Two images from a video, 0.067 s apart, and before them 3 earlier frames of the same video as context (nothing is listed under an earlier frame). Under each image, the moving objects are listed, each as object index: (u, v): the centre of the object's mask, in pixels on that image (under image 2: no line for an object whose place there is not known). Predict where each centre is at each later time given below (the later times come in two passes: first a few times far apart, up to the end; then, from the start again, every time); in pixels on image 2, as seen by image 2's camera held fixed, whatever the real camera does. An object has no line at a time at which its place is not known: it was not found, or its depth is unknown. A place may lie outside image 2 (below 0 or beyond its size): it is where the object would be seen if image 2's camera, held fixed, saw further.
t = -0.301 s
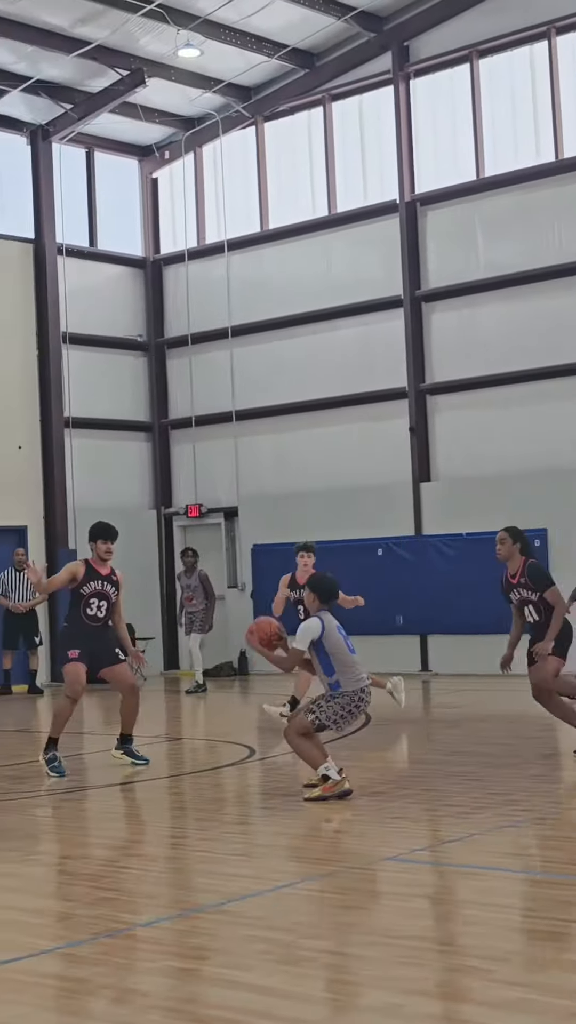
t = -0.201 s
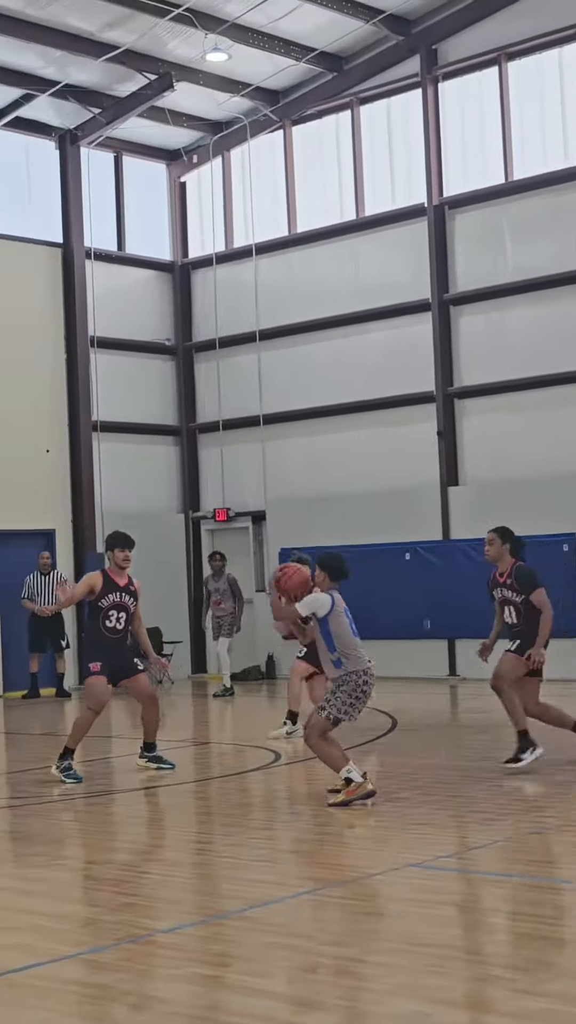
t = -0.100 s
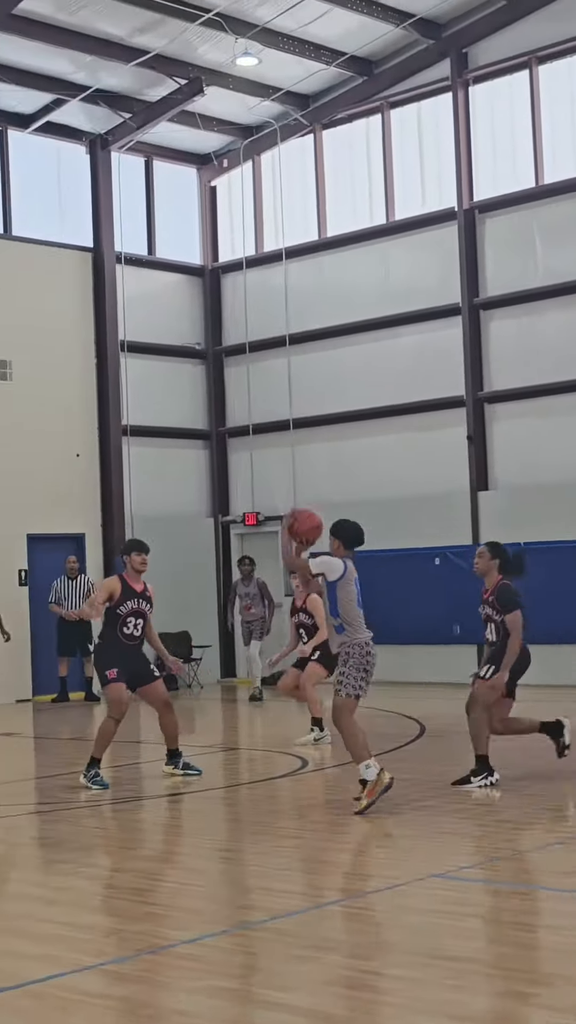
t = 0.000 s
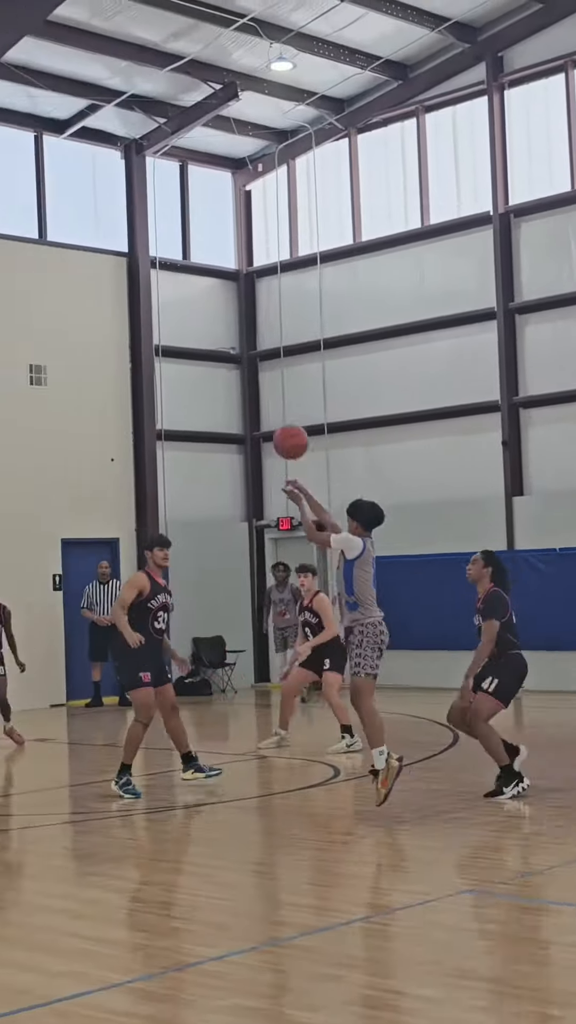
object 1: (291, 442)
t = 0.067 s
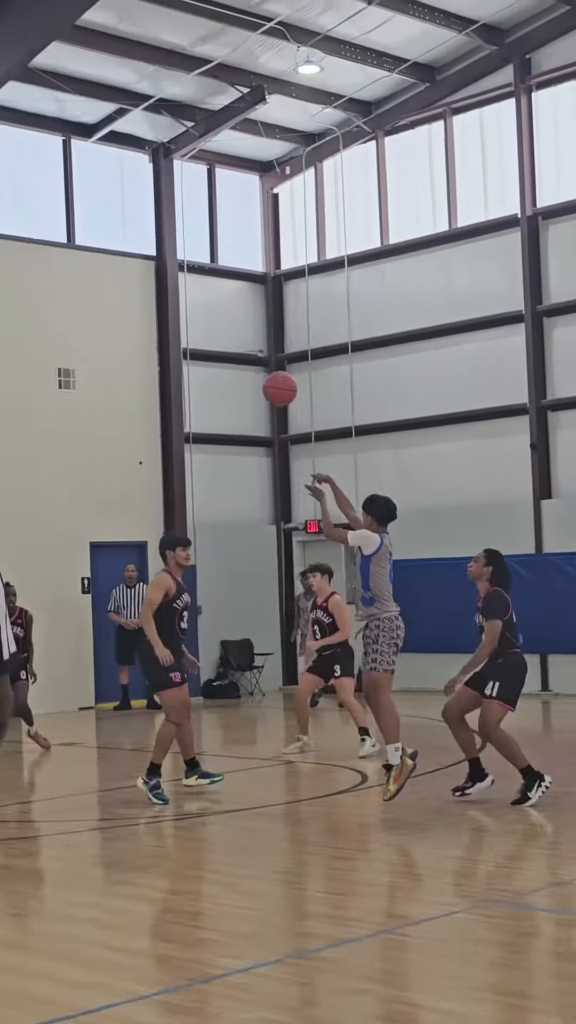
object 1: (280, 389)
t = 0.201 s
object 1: (210, 303)
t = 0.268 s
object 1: (179, 271)
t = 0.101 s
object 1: (262, 364)
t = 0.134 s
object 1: (244, 343)
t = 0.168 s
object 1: (227, 321)
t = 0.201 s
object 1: (210, 303)
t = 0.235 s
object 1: (194, 286)
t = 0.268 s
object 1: (179, 271)
